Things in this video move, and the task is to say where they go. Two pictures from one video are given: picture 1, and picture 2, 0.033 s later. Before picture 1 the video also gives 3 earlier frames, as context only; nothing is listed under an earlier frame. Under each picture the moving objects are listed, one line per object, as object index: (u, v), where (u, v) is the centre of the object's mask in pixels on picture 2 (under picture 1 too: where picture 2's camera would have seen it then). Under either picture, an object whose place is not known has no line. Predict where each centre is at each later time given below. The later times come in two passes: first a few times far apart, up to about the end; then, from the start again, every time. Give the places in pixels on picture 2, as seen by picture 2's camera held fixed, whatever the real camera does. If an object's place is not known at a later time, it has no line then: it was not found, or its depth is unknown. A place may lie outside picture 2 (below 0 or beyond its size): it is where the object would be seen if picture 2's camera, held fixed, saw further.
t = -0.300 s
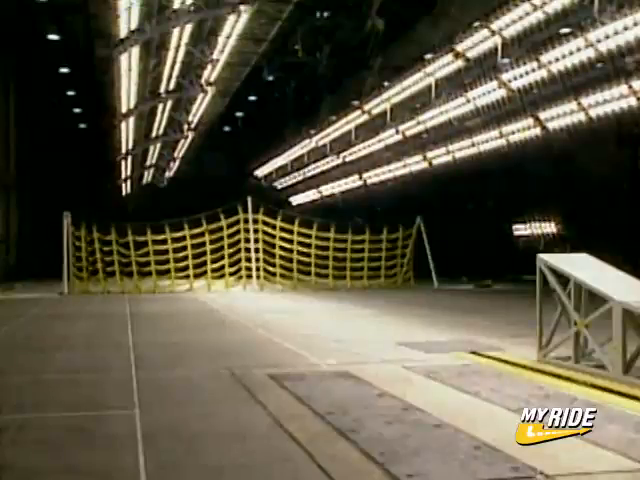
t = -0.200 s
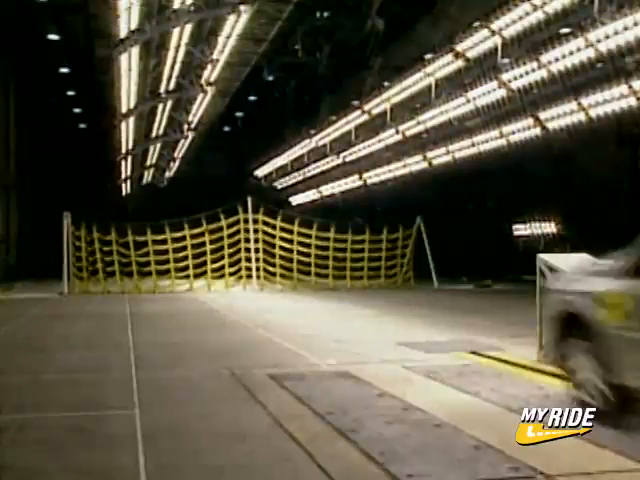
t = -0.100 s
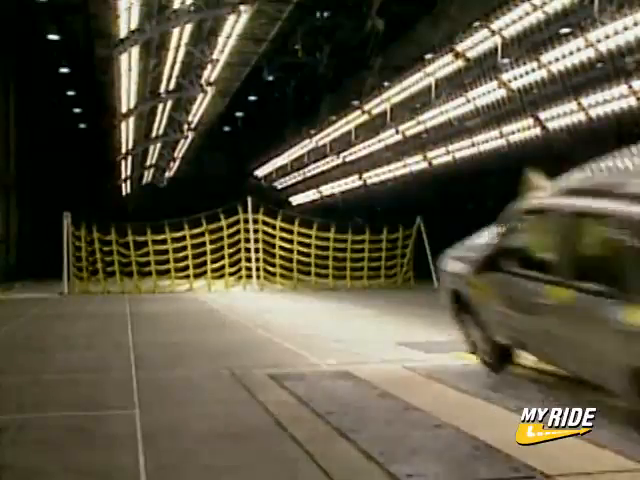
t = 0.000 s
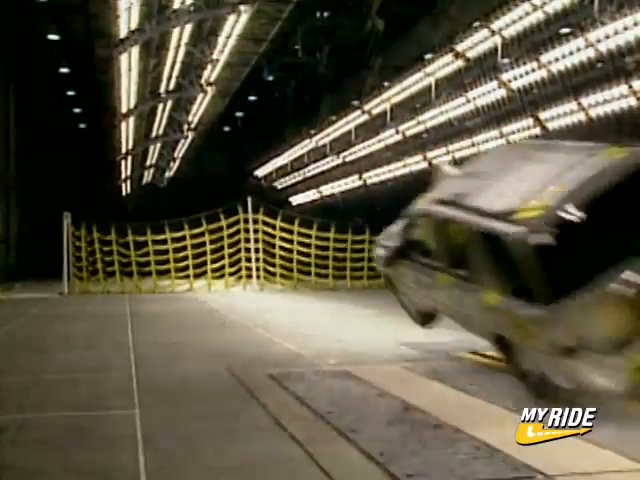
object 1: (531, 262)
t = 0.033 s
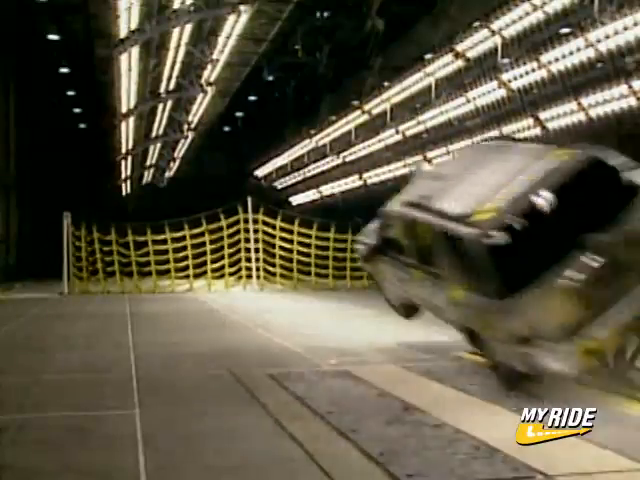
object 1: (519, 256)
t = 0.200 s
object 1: (391, 233)
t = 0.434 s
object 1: (288, 245)
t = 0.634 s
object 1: (240, 265)
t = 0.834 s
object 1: (207, 259)
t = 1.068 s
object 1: (181, 256)
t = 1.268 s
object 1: (166, 260)
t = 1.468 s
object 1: (159, 259)
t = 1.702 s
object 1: (148, 259)
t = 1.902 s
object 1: (147, 259)
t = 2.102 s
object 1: (151, 260)
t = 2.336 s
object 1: (149, 260)
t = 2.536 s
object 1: (160, 259)
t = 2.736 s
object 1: (166, 259)
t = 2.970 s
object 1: (164, 259)
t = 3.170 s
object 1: (161, 259)
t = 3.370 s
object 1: (163, 259)
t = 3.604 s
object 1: (161, 259)
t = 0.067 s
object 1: (496, 247)
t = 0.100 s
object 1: (466, 241)
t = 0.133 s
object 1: (437, 238)
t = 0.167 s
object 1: (414, 236)
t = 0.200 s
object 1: (391, 233)
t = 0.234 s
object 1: (372, 232)
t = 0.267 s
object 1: (354, 232)
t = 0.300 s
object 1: (340, 234)
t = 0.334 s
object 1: (325, 236)
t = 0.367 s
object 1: (313, 238)
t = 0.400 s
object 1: (300, 242)
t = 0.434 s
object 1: (288, 245)
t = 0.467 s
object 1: (278, 248)
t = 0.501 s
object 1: (269, 252)
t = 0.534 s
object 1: (261, 256)
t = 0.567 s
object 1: (252, 260)
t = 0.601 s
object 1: (247, 262)
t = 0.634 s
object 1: (240, 265)
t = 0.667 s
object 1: (234, 266)
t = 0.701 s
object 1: (229, 265)
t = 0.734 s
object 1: (223, 262)
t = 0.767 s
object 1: (217, 260)
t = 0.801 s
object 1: (213, 260)
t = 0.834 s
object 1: (207, 259)
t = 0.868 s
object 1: (202, 258)
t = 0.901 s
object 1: (198, 257)
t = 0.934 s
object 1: (195, 257)
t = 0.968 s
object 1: (192, 257)
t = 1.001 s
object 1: (188, 256)
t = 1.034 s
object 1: (184, 256)
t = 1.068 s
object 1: (181, 256)
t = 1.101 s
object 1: (177, 257)
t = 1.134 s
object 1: (174, 258)
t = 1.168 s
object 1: (174, 258)
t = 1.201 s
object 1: (170, 259)
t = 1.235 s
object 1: (168, 260)
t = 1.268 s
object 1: (166, 260)
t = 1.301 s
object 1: (163, 260)
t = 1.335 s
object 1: (159, 261)
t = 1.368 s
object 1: (163, 259)
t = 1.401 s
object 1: (163, 259)
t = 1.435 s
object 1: (162, 258)
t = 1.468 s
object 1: (159, 259)
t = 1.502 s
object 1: (158, 258)
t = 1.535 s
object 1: (157, 258)
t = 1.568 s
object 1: (153, 258)
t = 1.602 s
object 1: (153, 258)
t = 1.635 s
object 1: (150, 258)
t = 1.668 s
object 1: (148, 259)
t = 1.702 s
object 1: (148, 259)
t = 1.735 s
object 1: (147, 259)
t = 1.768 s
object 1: (149, 259)
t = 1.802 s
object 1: (145, 259)
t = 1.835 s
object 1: (148, 258)
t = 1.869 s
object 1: (147, 258)
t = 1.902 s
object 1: (147, 259)
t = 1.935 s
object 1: (149, 259)
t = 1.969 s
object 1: (137, 260)
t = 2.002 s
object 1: (136, 260)
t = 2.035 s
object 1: (135, 260)
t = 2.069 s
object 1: (136, 260)
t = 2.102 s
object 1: (151, 260)
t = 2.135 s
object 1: (150, 260)
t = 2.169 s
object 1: (147, 260)
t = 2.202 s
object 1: (149, 260)
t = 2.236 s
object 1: (149, 260)
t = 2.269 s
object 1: (147, 260)
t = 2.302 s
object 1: (149, 260)
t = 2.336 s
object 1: (149, 260)
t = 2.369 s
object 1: (150, 260)
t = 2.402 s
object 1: (150, 260)
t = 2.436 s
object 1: (151, 260)
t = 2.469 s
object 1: (158, 259)
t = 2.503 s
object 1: (158, 259)
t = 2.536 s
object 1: (160, 259)
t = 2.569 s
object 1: (161, 259)
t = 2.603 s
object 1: (161, 259)
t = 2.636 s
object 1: (159, 259)
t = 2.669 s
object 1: (164, 259)
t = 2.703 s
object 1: (166, 259)
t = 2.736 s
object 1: (166, 259)
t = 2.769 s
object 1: (164, 259)
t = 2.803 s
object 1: (164, 259)
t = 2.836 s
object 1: (163, 259)
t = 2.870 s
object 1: (164, 259)
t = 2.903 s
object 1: (164, 259)
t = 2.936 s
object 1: (163, 259)
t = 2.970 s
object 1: (164, 259)
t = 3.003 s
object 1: (164, 259)
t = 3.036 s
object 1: (162, 259)
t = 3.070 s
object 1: (162, 259)
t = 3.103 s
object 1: (161, 259)
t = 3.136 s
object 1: (161, 259)
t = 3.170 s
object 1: (161, 259)
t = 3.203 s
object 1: (160, 260)
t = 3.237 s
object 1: (160, 260)
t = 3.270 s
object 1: (160, 260)
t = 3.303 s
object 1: (160, 260)
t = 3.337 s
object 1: (163, 259)
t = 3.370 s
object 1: (163, 259)
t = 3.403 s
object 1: (163, 259)
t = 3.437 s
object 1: (157, 260)
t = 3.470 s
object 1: (158, 259)
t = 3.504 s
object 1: (160, 260)
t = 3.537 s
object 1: (161, 259)
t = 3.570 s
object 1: (161, 259)
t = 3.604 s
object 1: (161, 259)
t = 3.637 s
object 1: (160, 259)
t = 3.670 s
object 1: (161, 259)
